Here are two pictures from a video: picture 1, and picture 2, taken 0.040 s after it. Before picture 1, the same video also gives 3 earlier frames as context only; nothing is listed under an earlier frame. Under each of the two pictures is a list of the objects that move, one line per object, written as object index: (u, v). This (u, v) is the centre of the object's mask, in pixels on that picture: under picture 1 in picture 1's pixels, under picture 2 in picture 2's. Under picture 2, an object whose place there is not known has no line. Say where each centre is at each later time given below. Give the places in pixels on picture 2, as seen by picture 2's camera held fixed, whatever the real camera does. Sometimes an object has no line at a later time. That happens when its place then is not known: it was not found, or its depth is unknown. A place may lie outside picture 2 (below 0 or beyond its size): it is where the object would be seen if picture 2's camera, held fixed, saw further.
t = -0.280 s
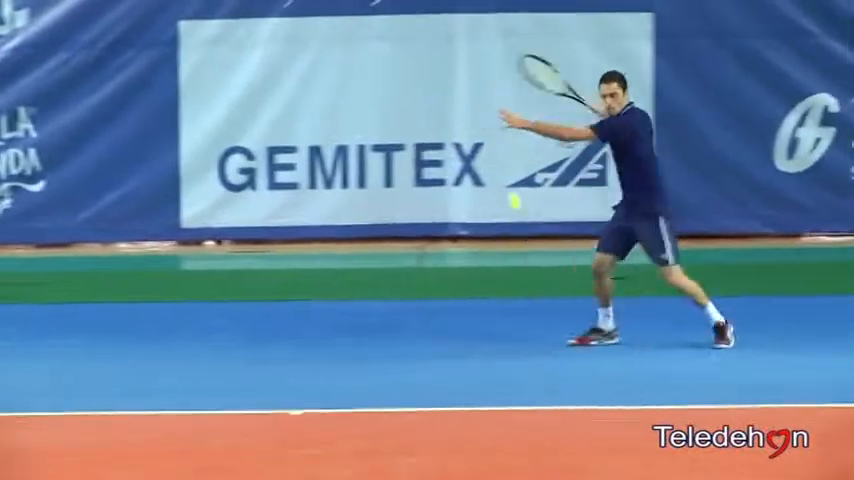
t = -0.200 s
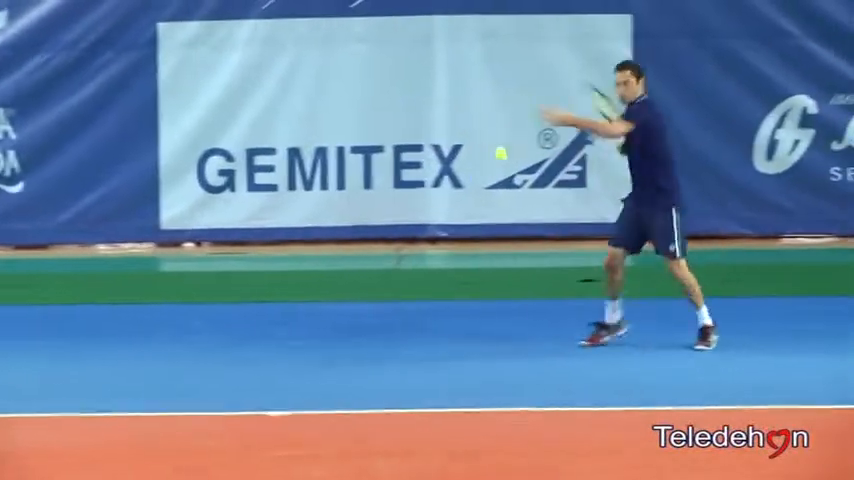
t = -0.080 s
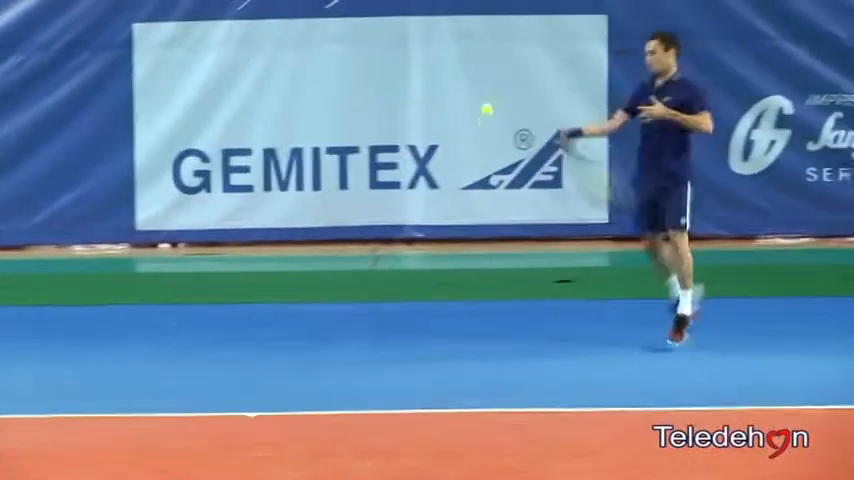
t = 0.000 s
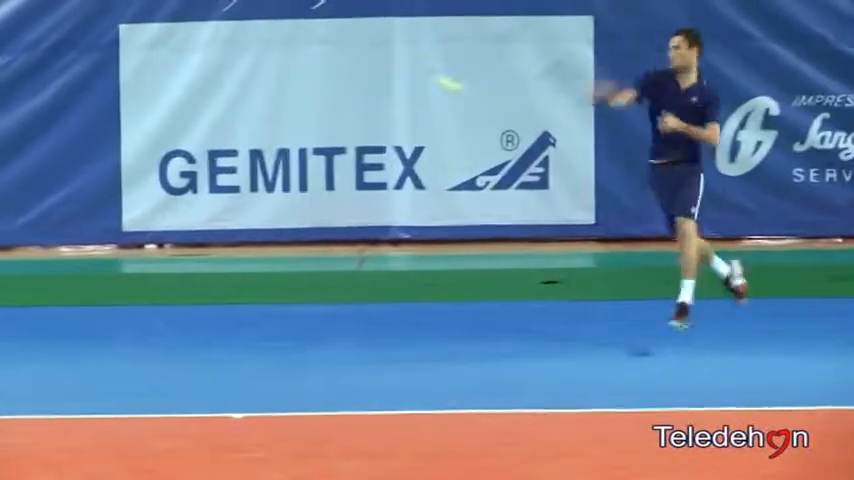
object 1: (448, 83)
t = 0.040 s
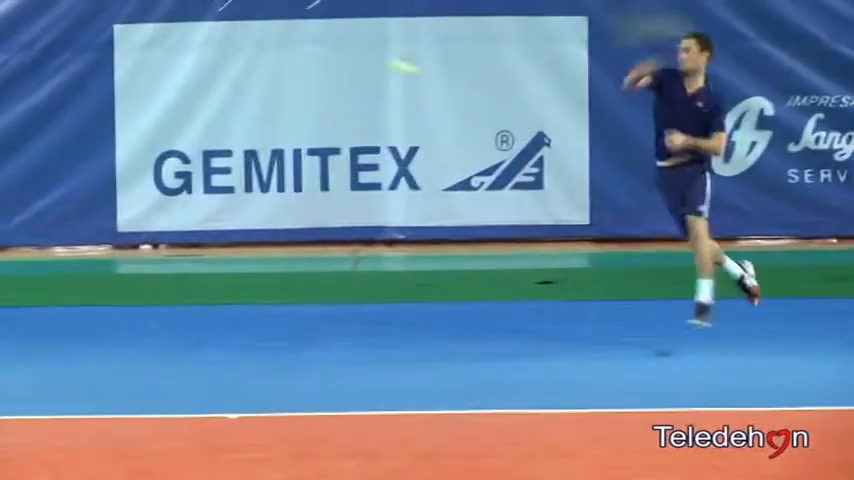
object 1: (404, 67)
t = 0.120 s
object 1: (315, 44)
